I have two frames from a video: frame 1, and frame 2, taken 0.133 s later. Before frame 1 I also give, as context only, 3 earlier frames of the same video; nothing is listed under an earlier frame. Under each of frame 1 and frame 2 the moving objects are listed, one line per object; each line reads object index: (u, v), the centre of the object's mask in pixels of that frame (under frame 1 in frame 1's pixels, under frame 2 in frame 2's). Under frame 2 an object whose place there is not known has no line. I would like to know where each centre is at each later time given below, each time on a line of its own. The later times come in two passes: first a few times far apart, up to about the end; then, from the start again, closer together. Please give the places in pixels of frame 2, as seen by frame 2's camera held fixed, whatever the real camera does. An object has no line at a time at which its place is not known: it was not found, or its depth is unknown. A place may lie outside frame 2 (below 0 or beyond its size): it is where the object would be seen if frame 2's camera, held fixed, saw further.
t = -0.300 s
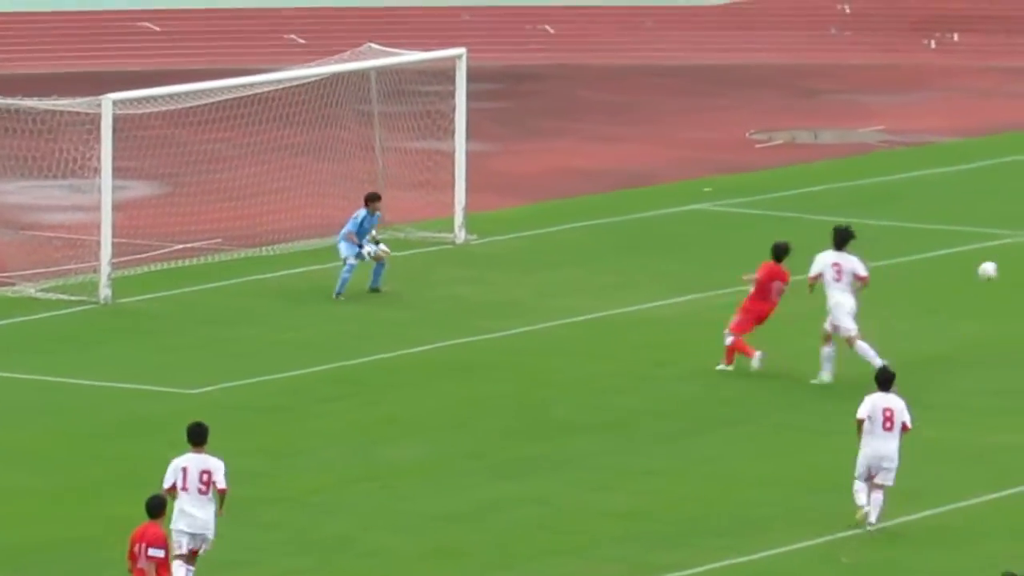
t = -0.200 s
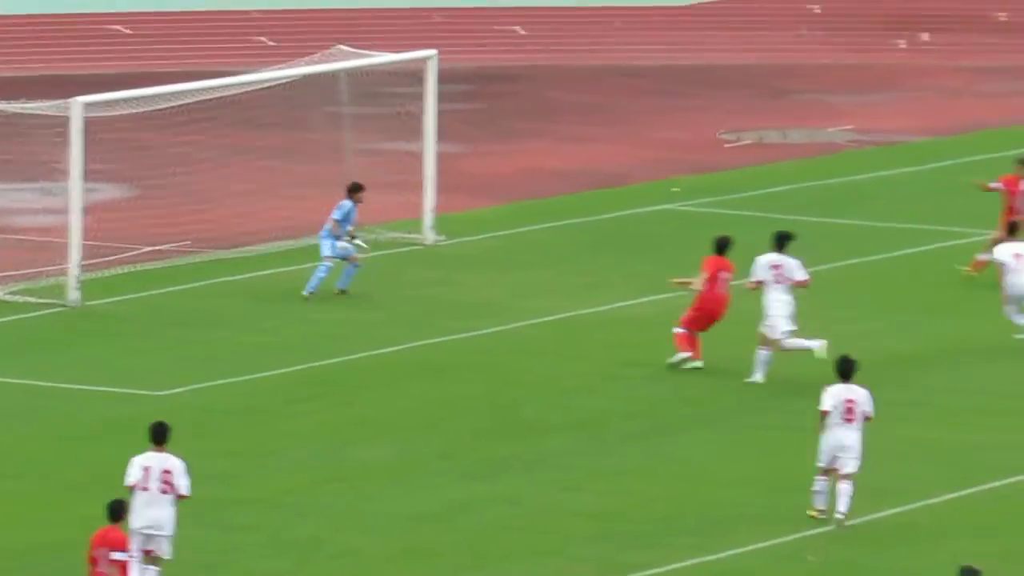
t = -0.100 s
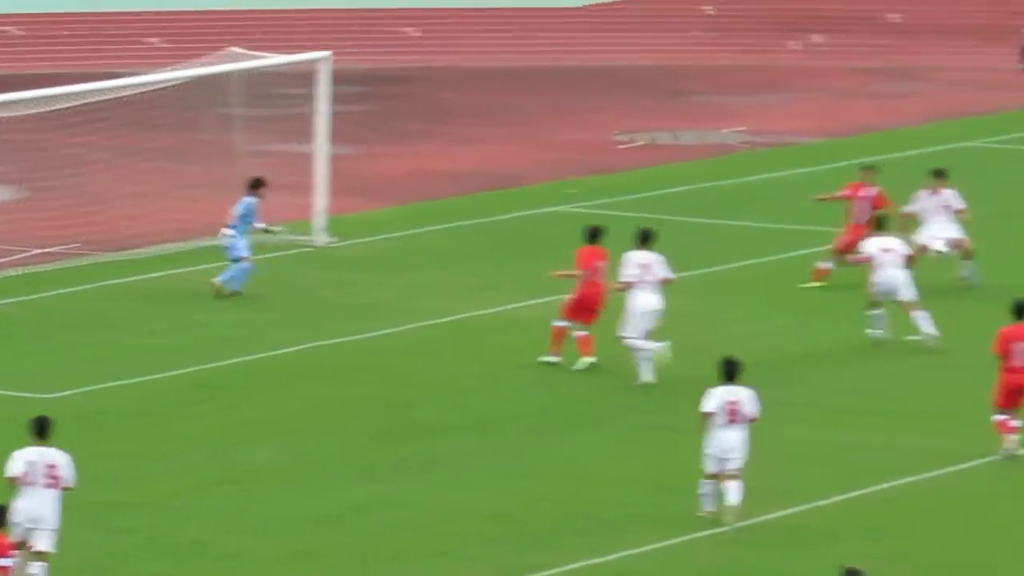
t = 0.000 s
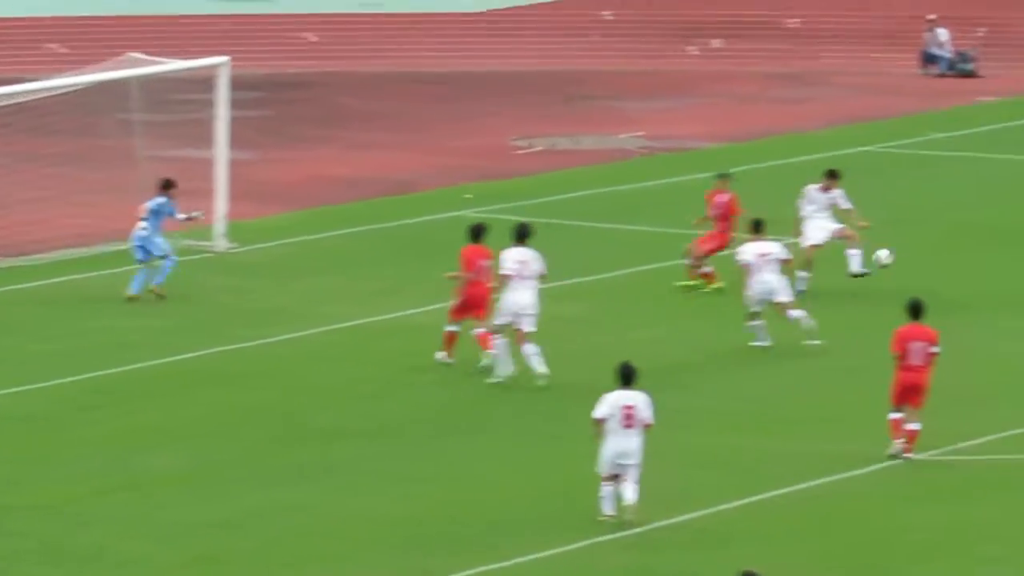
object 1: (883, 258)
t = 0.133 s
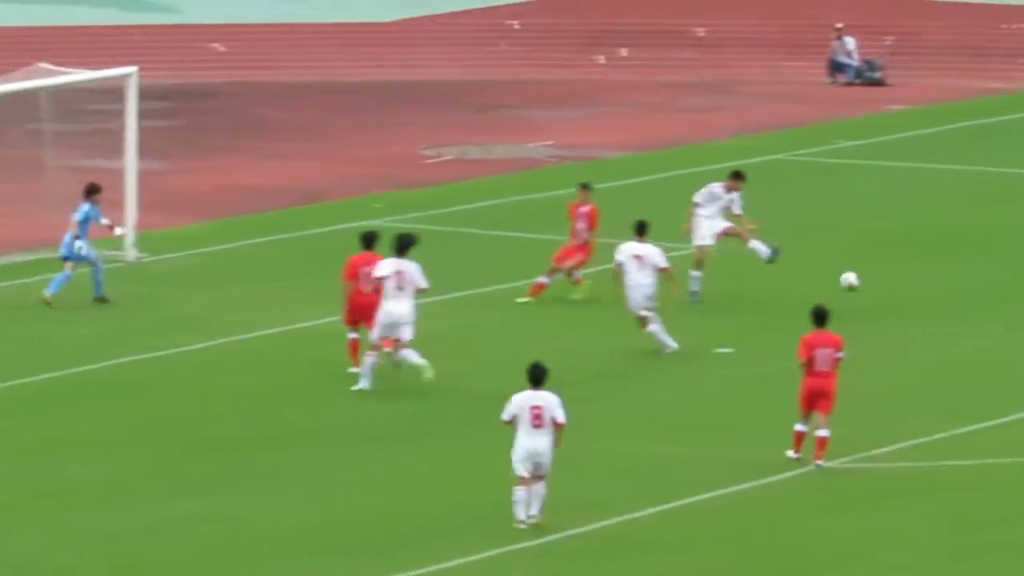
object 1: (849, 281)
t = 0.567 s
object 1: (974, 249)
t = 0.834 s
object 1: (1046, 234)
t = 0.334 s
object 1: (909, 244)
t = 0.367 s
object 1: (918, 242)
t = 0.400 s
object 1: (927, 240)
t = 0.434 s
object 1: (937, 240)
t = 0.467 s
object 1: (946, 240)
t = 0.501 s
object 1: (955, 242)
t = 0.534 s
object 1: (964, 245)
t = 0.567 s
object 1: (974, 249)
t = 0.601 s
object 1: (983, 255)
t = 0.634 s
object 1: (992, 256)
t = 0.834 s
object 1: (1046, 234)
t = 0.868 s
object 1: (1055, 234)
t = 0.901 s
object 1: (1063, 234)
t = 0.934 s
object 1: (1071, 236)
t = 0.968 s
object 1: (1080, 238)
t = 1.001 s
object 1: (1088, 238)
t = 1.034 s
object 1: (1096, 234)
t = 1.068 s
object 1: (1104, 230)
